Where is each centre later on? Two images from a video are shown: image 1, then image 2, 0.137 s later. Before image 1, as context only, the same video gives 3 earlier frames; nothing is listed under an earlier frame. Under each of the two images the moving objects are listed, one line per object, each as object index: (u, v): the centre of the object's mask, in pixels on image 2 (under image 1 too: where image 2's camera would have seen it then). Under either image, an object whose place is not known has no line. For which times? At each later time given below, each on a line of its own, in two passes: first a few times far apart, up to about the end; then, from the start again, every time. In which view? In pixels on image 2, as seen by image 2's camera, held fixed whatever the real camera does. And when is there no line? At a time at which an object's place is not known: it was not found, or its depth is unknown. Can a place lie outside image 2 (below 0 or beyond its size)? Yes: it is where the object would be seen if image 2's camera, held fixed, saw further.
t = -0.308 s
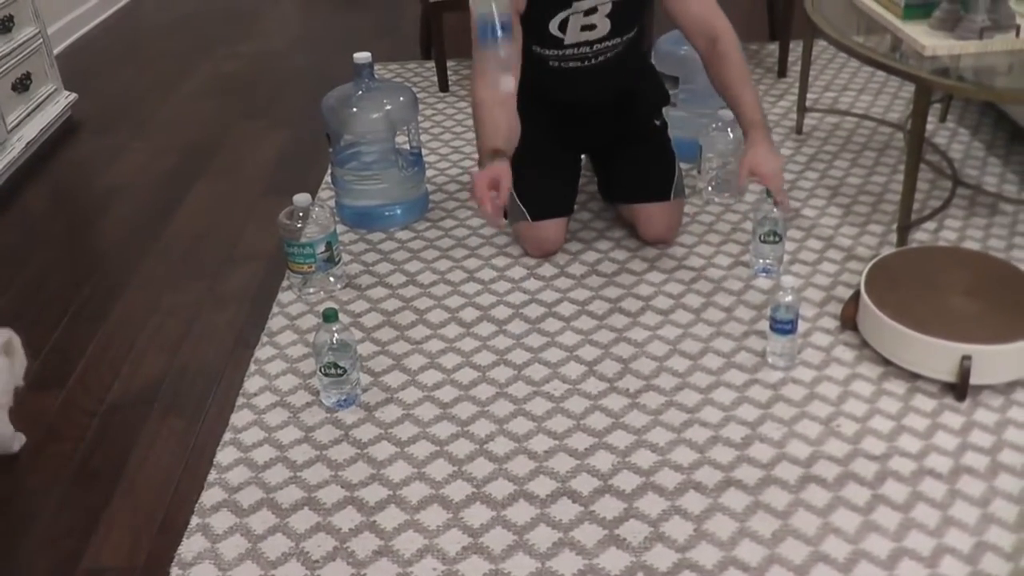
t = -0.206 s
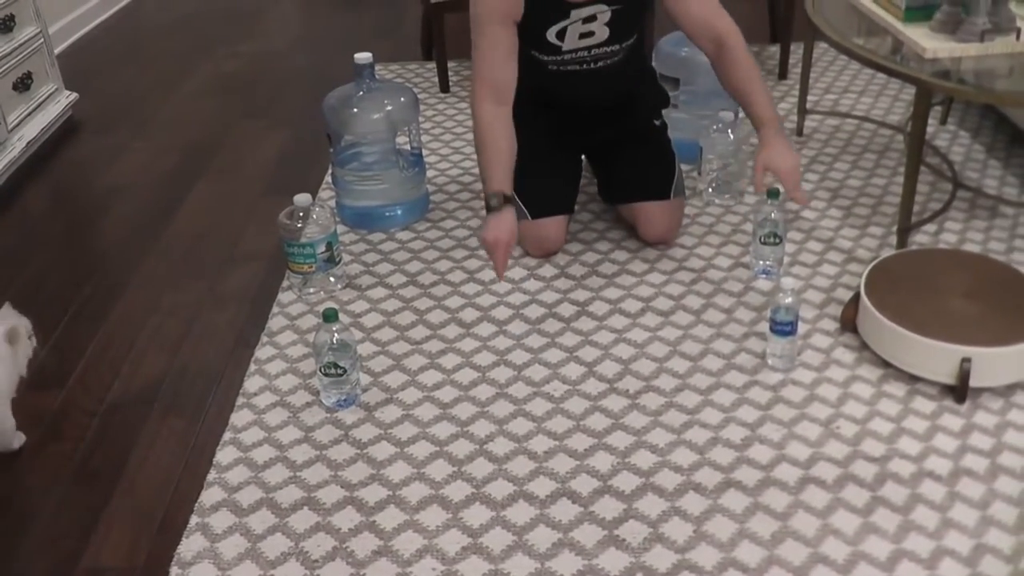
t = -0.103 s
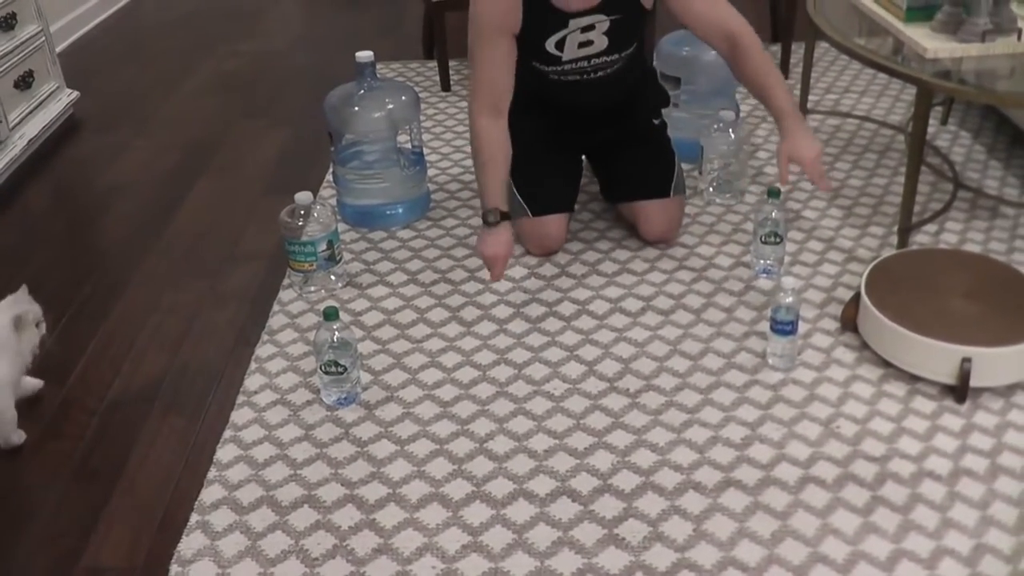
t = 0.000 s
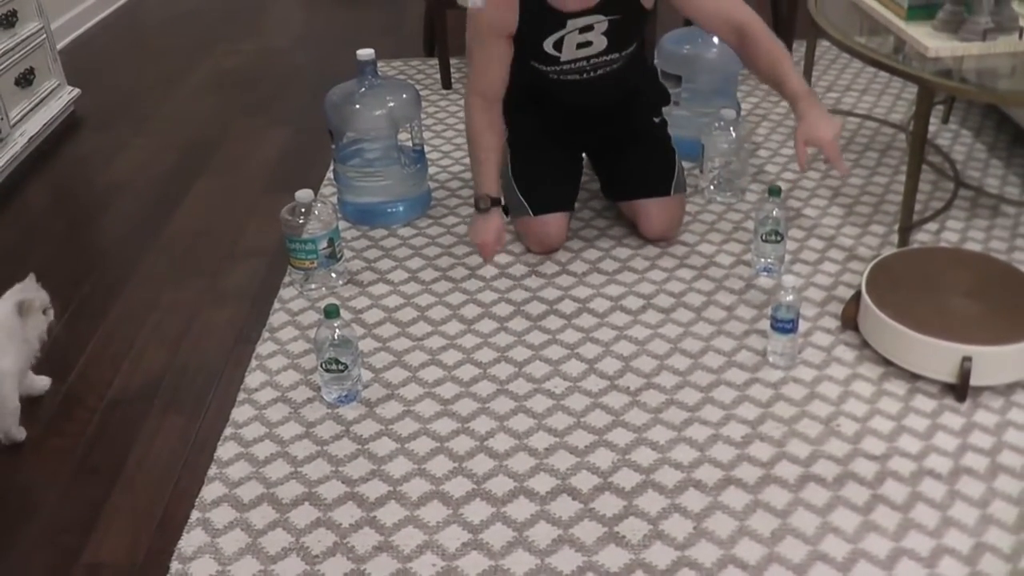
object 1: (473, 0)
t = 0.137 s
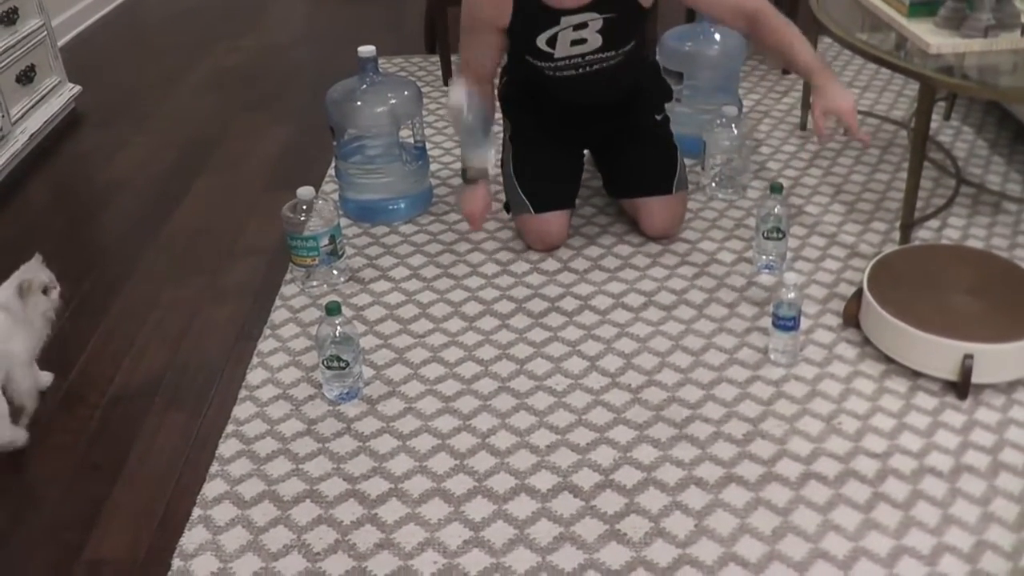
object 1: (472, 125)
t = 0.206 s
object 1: (475, 230)
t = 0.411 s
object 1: (453, 381)
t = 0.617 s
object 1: (440, 382)
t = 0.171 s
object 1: (473, 183)
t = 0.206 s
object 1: (475, 230)
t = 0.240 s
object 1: (479, 285)
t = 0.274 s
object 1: (483, 343)
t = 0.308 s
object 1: (477, 366)
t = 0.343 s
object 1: (471, 368)
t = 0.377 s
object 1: (458, 378)
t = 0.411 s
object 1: (453, 381)
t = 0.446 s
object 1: (448, 382)
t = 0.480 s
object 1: (443, 383)
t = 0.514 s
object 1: (440, 383)
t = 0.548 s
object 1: (439, 382)
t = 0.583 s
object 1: (440, 382)
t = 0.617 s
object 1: (440, 382)
